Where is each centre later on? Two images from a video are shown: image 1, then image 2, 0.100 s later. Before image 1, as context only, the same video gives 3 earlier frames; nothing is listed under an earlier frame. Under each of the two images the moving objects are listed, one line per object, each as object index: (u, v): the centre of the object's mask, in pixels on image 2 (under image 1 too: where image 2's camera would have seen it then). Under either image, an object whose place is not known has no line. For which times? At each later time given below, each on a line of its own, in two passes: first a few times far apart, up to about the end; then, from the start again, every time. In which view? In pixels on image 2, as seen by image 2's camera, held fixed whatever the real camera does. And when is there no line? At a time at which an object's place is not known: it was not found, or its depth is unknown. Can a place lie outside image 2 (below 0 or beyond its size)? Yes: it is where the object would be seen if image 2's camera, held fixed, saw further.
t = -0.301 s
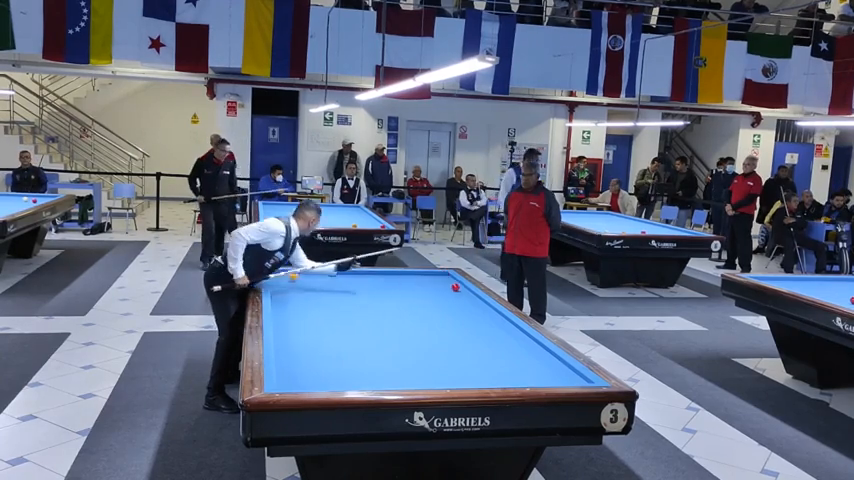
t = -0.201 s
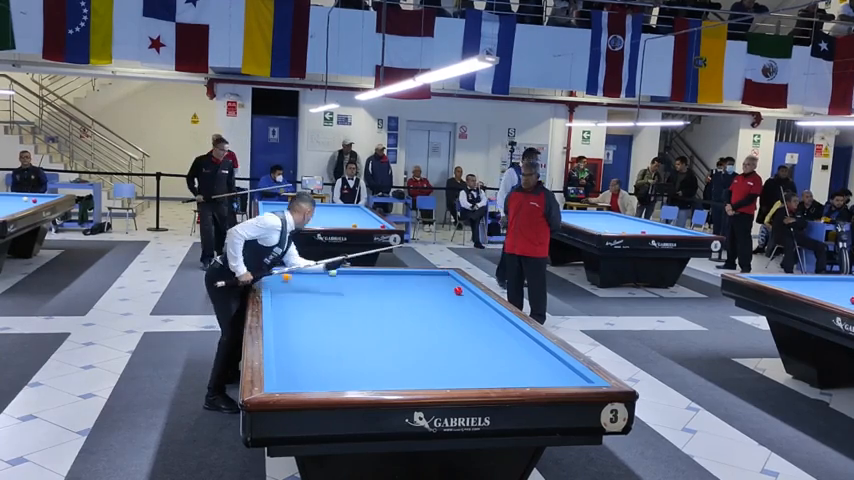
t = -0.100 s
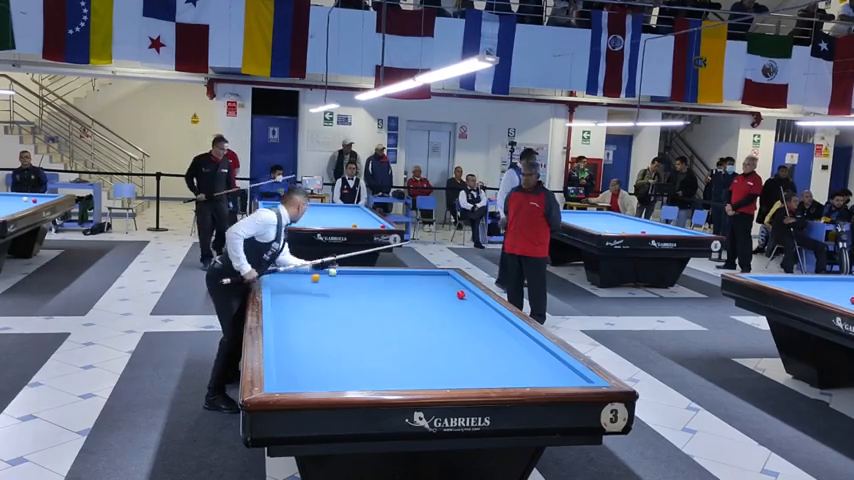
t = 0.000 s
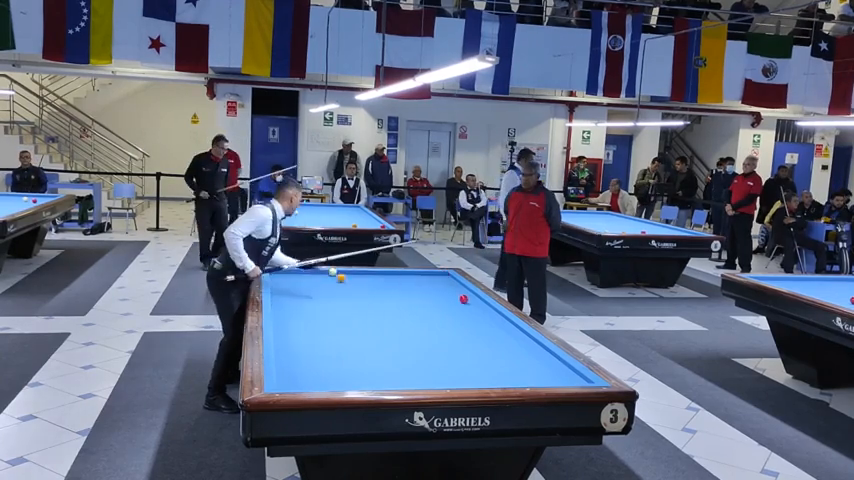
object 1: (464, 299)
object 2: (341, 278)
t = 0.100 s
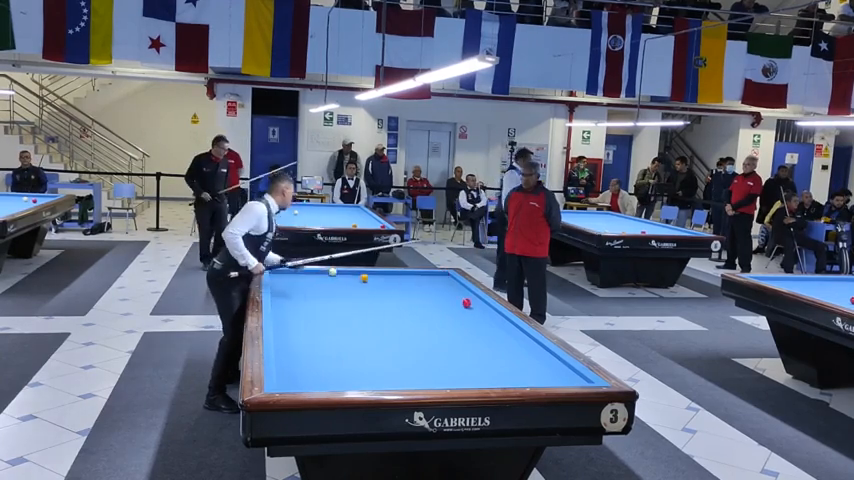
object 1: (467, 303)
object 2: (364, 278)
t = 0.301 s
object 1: (473, 313)
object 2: (406, 277)
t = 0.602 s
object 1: (484, 329)
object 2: (439, 276)
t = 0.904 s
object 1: (497, 347)
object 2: (401, 276)
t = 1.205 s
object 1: (513, 370)
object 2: (366, 274)
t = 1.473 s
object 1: (511, 378)
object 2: (336, 273)
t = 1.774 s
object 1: (481, 364)
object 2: (305, 273)
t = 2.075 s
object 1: (457, 352)
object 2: (273, 273)
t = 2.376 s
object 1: (434, 341)
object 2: (290, 274)
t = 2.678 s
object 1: (414, 332)
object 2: (307, 275)
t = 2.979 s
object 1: (396, 323)
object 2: (323, 276)
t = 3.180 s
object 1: (385, 318)
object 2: (334, 276)
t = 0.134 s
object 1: (468, 305)
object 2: (372, 278)
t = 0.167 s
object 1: (469, 306)
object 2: (378, 277)
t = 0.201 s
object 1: (470, 308)
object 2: (385, 277)
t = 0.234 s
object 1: (471, 309)
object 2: (392, 277)
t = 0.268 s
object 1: (472, 311)
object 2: (399, 277)
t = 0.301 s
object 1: (473, 313)
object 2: (406, 277)
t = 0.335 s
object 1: (474, 314)
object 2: (412, 277)
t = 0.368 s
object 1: (475, 316)
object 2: (420, 277)
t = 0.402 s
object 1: (476, 318)
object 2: (426, 277)
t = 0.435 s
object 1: (478, 319)
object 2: (433, 277)
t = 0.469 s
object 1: (479, 321)
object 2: (439, 277)
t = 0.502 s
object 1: (480, 323)
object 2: (446, 277)
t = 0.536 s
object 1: (481, 325)
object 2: (450, 277)
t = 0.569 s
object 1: (483, 327)
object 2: (444, 276)
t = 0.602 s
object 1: (484, 329)
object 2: (439, 276)
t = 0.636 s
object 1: (485, 331)
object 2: (434, 276)
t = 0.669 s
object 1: (487, 333)
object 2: (429, 276)
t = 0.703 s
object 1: (488, 335)
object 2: (424, 276)
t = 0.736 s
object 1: (489, 336)
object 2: (420, 276)
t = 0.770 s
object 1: (491, 339)
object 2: (416, 276)
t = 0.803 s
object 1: (492, 341)
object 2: (412, 276)
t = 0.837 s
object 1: (494, 343)
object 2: (408, 276)
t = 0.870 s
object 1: (495, 345)
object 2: (404, 276)
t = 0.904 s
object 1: (497, 347)
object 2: (401, 276)
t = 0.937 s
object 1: (499, 349)
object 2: (397, 276)
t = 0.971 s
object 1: (500, 352)
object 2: (393, 275)
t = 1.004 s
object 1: (502, 354)
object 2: (389, 275)
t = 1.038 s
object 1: (504, 357)
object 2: (385, 275)
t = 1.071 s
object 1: (505, 359)
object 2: (382, 275)
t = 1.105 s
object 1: (507, 362)
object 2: (378, 275)
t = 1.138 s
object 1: (509, 364)
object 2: (374, 275)
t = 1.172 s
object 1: (511, 367)
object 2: (370, 275)
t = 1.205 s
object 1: (513, 370)
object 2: (366, 274)
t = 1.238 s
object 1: (515, 373)
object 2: (363, 274)
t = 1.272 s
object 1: (516, 375)
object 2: (359, 274)
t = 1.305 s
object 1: (518, 378)
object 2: (355, 274)
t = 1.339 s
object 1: (520, 379)
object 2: (351, 274)
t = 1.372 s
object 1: (522, 381)
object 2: (347, 274)
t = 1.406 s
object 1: (519, 380)
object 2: (344, 274)
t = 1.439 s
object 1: (515, 379)
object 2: (340, 273)
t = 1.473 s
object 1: (511, 378)
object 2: (336, 273)
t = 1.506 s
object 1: (507, 376)
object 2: (333, 273)
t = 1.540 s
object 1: (503, 375)
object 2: (330, 273)
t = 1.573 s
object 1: (500, 373)
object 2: (326, 273)
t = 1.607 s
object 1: (497, 371)
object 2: (323, 273)
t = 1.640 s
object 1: (494, 370)
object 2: (319, 273)
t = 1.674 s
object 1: (490, 368)
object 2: (315, 273)
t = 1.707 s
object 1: (487, 367)
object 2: (312, 273)
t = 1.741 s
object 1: (484, 365)
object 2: (308, 273)
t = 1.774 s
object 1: (481, 364)
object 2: (305, 273)
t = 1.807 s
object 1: (478, 363)
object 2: (301, 274)
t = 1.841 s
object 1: (476, 361)
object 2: (298, 273)
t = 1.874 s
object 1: (473, 359)
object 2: (294, 273)
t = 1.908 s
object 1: (470, 358)
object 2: (291, 273)
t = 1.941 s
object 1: (467, 357)
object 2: (287, 273)
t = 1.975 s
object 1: (465, 356)
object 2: (284, 273)
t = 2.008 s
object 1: (462, 354)
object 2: (280, 273)
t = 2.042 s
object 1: (459, 353)
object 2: (276, 273)
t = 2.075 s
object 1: (457, 352)
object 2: (273, 273)
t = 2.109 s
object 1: (454, 351)
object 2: (274, 273)
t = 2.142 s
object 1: (451, 349)
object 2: (276, 273)
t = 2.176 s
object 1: (449, 348)
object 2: (279, 273)
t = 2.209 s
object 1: (446, 347)
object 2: (281, 274)
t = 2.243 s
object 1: (444, 346)
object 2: (282, 274)
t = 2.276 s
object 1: (441, 345)
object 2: (284, 274)
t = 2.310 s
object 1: (439, 344)
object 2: (287, 274)
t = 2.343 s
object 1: (436, 342)
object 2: (289, 274)
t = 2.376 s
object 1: (434, 341)
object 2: (290, 274)
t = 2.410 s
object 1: (432, 340)
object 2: (292, 274)
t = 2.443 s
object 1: (429, 339)
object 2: (294, 274)
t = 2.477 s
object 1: (427, 338)
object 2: (296, 274)
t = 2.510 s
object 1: (425, 337)
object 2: (298, 274)
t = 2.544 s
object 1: (423, 336)
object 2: (300, 274)
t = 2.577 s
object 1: (421, 335)
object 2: (302, 274)
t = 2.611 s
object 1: (418, 334)
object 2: (304, 275)
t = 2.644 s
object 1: (416, 333)
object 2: (305, 274)
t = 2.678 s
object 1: (414, 332)
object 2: (307, 275)
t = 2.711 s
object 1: (412, 331)
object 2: (309, 275)
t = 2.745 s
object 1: (410, 330)
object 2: (311, 275)
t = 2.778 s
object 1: (408, 329)
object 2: (313, 275)
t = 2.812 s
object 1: (406, 328)
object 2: (315, 275)
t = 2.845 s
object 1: (404, 327)
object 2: (316, 275)
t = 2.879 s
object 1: (402, 326)
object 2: (318, 275)
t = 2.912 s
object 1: (400, 325)
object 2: (320, 275)
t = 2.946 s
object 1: (398, 324)
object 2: (322, 276)
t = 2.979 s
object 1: (396, 323)
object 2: (323, 276)
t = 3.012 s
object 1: (394, 322)
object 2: (326, 275)
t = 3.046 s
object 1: (392, 322)
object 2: (327, 275)
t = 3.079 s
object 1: (390, 320)
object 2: (329, 275)
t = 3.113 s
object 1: (389, 320)
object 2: (330, 276)
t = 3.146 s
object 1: (387, 319)
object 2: (333, 276)
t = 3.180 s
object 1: (385, 318)
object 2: (334, 276)
